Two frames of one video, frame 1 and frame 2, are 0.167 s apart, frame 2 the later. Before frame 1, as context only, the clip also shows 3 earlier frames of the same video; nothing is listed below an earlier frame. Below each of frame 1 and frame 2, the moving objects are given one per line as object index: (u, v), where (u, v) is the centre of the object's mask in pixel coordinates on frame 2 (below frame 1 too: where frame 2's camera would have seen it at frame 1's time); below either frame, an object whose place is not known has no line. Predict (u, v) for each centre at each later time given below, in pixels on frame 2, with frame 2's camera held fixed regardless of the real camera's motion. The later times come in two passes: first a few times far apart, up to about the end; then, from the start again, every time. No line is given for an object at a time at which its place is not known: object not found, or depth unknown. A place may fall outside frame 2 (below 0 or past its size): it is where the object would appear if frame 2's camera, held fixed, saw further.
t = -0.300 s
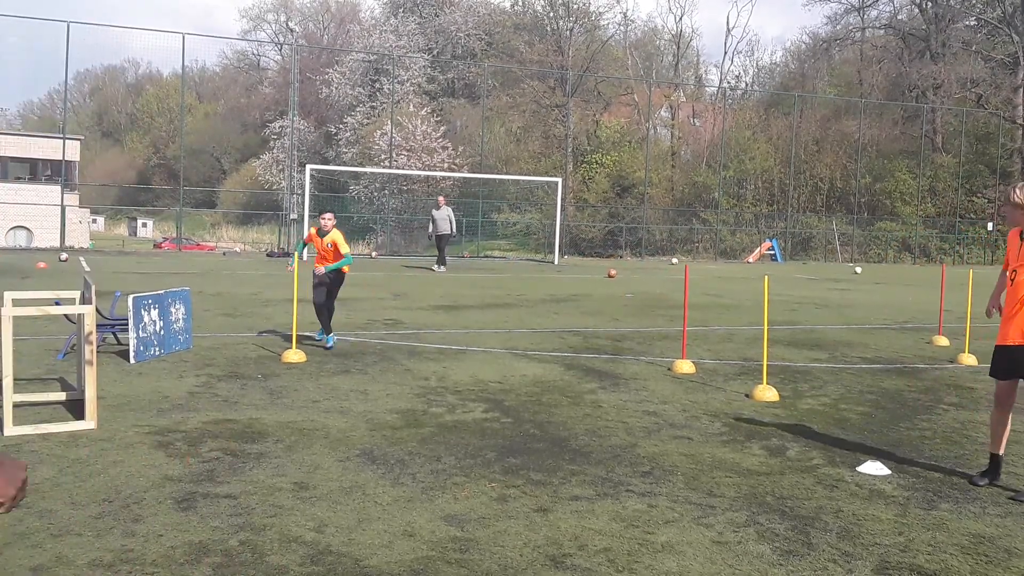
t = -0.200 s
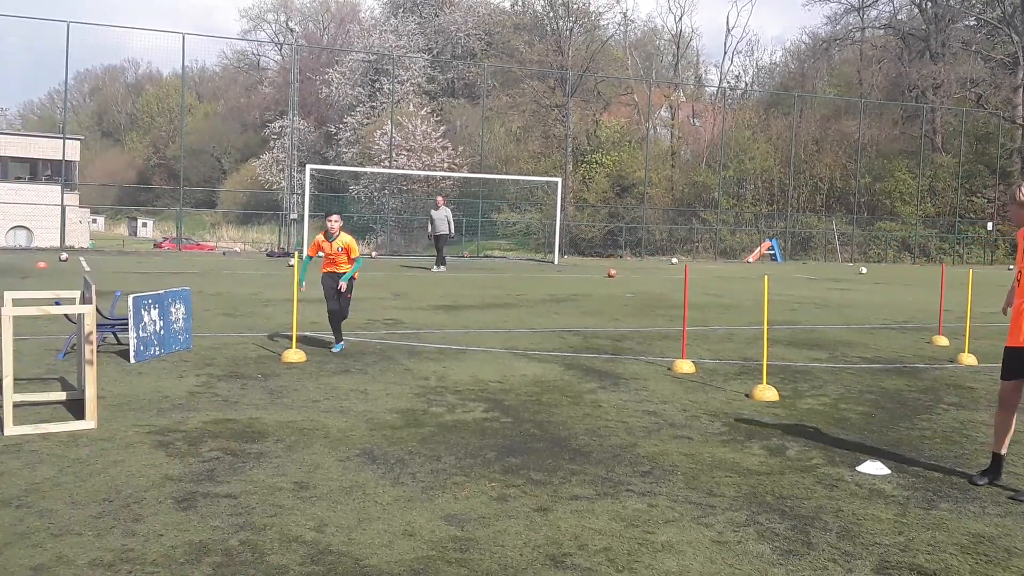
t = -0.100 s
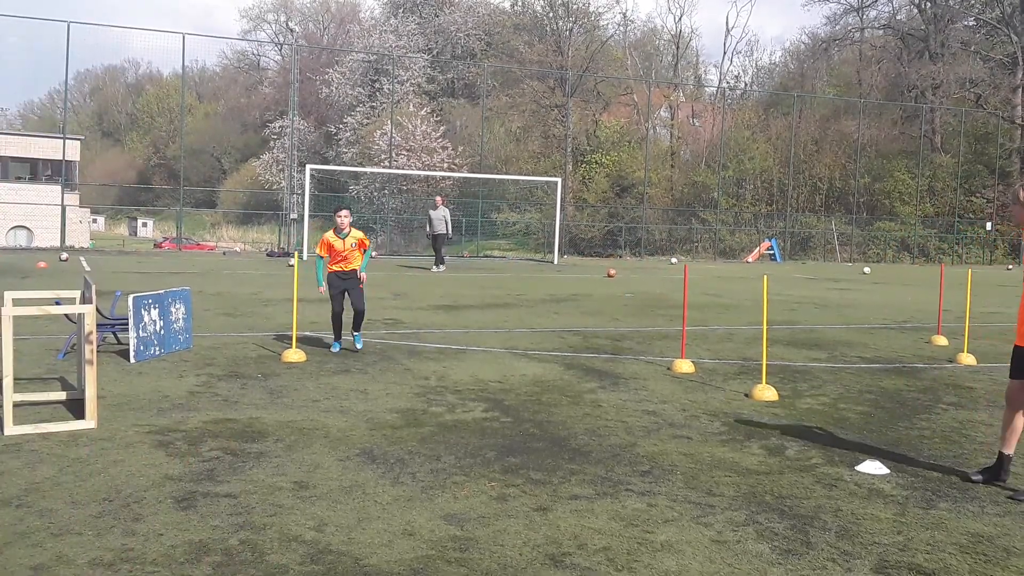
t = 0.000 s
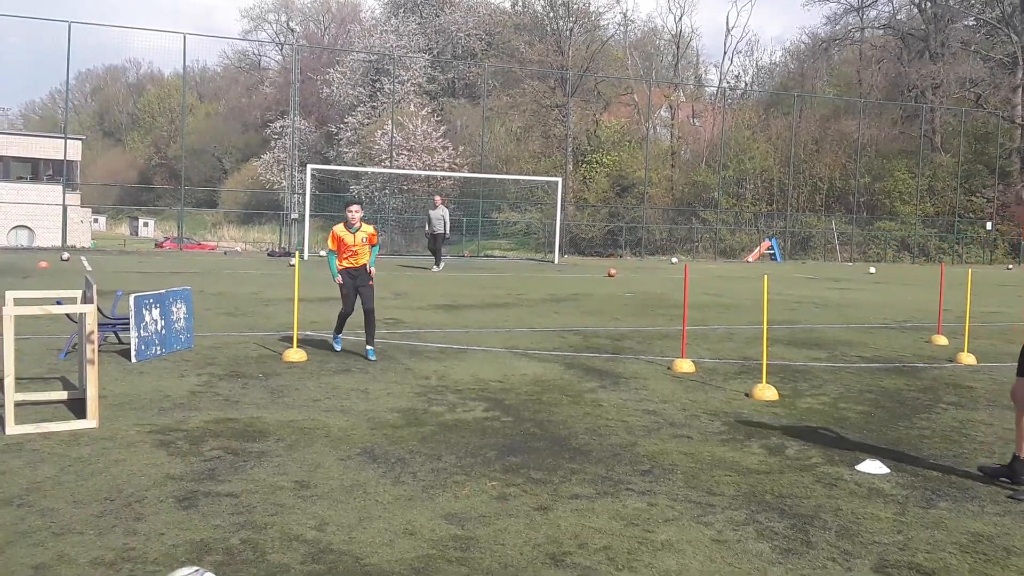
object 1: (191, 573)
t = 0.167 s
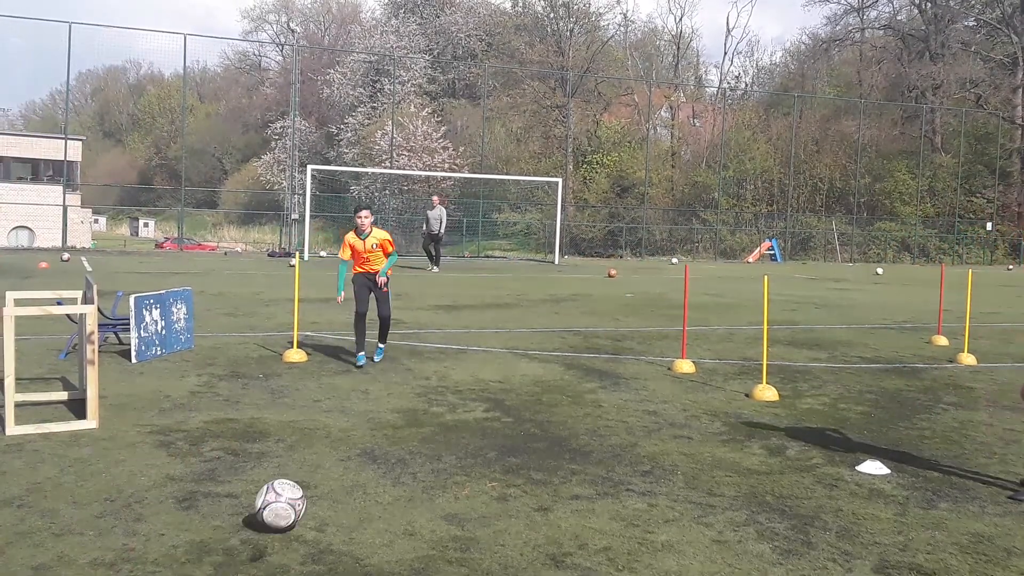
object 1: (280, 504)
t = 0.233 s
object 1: (303, 481)
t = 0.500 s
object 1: (358, 423)
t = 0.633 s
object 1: (374, 406)
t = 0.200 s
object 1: (292, 491)
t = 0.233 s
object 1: (303, 481)
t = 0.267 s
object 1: (313, 473)
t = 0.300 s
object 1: (321, 462)
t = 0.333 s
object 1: (329, 453)
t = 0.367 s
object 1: (336, 447)
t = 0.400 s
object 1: (342, 440)
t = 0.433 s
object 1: (348, 433)
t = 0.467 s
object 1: (353, 428)
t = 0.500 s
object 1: (358, 423)
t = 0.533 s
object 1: (363, 419)
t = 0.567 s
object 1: (367, 414)
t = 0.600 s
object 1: (371, 410)
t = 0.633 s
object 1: (374, 406)
